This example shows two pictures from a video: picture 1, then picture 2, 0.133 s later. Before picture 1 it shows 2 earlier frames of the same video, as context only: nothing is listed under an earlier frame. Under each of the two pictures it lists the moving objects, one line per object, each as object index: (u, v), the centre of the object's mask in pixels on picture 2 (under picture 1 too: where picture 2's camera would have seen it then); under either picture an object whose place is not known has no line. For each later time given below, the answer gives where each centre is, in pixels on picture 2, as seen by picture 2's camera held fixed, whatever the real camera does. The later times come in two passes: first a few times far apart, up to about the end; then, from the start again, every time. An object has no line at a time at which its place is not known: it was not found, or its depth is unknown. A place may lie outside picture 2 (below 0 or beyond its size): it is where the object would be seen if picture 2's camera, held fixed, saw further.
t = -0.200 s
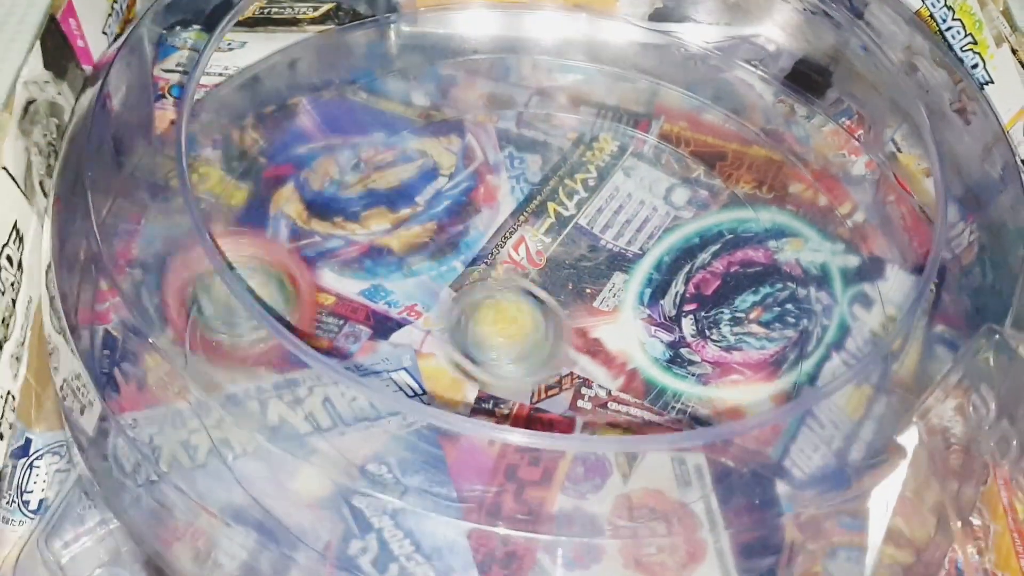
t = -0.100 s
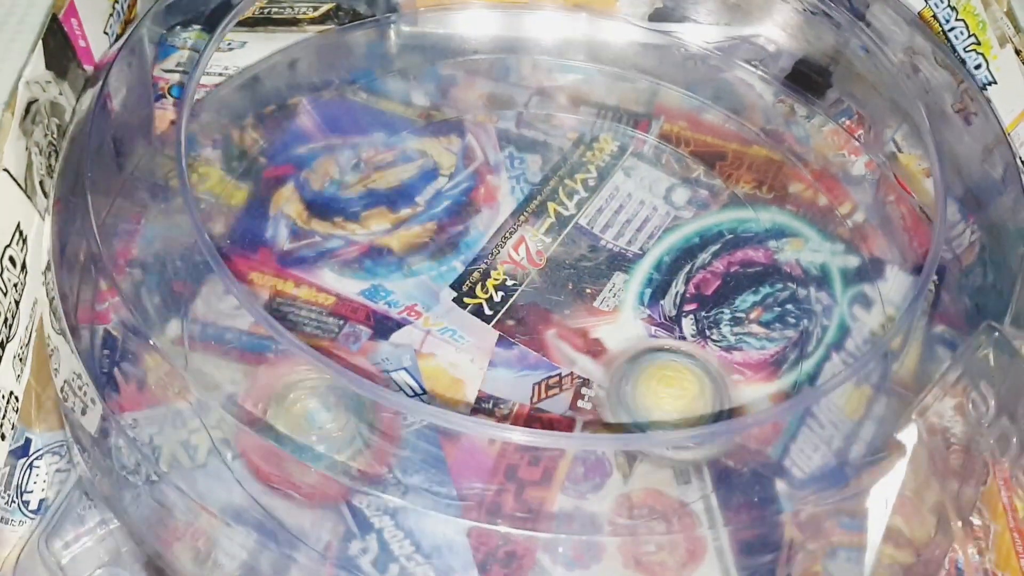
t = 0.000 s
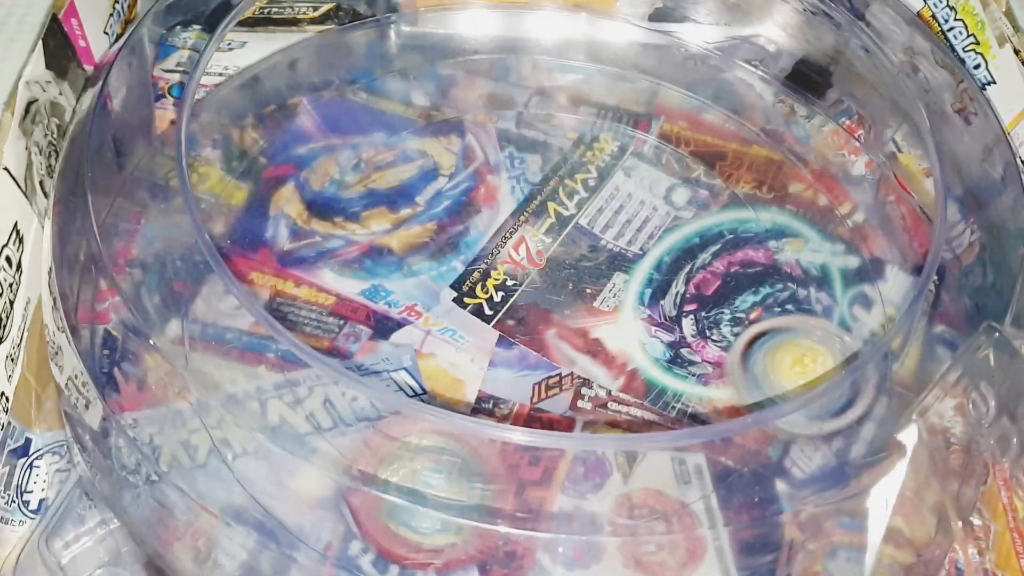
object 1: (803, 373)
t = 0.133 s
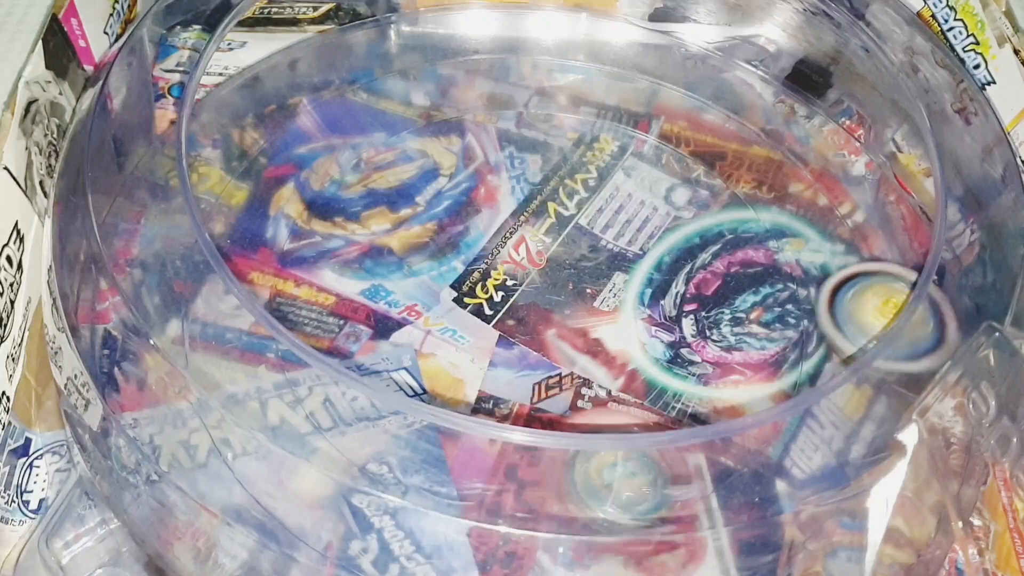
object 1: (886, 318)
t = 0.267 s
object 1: (864, 260)
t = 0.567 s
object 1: (734, 113)
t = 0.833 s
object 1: (458, 178)
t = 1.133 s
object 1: (465, 415)
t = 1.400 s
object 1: (680, 310)
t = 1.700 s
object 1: (490, 186)
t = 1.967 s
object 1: (455, 367)
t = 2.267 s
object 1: (669, 290)
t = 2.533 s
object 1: (498, 182)
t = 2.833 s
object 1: (448, 358)
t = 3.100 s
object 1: (664, 328)
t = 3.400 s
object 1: (525, 178)
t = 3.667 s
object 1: (452, 316)
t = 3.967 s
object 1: (645, 283)
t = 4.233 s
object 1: (495, 204)
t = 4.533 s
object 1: (537, 362)
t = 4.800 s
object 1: (638, 236)
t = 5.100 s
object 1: (454, 255)
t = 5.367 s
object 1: (600, 354)
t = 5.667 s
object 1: (580, 211)
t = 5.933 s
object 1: (455, 308)
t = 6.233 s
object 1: (646, 332)
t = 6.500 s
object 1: (551, 219)
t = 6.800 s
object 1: (517, 351)
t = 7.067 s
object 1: (621, 268)
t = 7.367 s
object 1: (473, 281)
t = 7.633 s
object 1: (599, 336)
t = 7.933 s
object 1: (519, 231)
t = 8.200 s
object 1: (518, 335)
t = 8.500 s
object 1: (581, 244)
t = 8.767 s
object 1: (468, 288)
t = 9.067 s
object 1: (613, 298)
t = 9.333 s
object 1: (493, 245)
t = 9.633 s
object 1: (579, 336)
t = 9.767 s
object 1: (612, 282)
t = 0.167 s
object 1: (897, 305)
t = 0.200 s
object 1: (892, 292)
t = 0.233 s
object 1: (869, 272)
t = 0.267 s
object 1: (864, 260)
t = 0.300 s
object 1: (878, 227)
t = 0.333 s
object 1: (887, 187)
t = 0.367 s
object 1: (883, 167)
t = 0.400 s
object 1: (860, 148)
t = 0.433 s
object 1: (835, 136)
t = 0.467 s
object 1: (813, 127)
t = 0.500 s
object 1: (785, 123)
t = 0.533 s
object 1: (758, 117)
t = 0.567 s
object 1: (734, 113)
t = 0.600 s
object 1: (708, 111)
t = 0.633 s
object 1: (689, 111)
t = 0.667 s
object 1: (662, 116)
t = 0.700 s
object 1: (627, 124)
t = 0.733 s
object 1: (582, 134)
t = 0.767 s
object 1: (542, 145)
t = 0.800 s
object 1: (504, 158)
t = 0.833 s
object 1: (458, 178)
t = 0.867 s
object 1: (420, 204)
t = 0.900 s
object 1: (387, 233)
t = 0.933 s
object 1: (359, 274)
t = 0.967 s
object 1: (347, 309)
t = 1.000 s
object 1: (334, 357)
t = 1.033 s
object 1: (351, 399)
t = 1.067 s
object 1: (387, 408)
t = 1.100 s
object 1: (419, 416)
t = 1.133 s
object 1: (465, 415)
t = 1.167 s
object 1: (505, 417)
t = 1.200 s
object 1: (546, 413)
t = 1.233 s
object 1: (581, 395)
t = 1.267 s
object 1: (609, 391)
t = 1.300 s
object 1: (638, 375)
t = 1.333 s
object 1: (660, 360)
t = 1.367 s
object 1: (674, 335)
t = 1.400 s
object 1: (680, 310)
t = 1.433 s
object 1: (683, 283)
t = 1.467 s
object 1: (674, 259)
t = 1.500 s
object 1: (658, 235)
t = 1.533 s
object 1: (632, 213)
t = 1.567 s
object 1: (605, 195)
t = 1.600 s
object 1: (581, 185)
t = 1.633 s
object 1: (551, 179)
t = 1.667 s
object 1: (520, 180)
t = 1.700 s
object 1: (490, 186)
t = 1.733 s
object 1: (460, 200)
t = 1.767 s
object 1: (434, 218)
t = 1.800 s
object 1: (415, 241)
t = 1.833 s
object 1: (404, 268)
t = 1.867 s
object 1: (402, 298)
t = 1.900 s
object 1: (409, 327)
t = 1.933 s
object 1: (427, 351)
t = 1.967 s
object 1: (455, 367)
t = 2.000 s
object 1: (486, 379)
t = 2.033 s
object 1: (514, 385)
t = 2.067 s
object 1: (548, 388)
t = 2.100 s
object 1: (579, 387)
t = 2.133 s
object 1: (611, 377)
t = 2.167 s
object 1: (638, 363)
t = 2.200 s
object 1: (657, 340)
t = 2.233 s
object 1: (667, 315)
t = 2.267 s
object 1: (669, 290)
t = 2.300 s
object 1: (665, 266)
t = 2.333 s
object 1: (653, 242)
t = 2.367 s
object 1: (635, 222)
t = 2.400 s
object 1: (611, 201)
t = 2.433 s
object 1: (585, 188)
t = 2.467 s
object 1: (553, 181)
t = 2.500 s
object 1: (523, 179)
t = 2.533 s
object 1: (498, 182)
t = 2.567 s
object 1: (471, 191)
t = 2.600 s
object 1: (445, 202)
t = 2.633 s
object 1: (423, 219)
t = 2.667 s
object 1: (408, 239)
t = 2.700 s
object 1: (398, 265)
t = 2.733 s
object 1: (397, 291)
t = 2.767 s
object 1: (405, 319)
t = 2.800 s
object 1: (425, 344)
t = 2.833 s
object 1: (448, 358)
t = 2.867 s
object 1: (477, 371)
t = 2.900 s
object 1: (505, 381)
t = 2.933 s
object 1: (536, 385)
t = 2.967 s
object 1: (566, 385)
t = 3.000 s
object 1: (595, 382)
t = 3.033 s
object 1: (624, 369)
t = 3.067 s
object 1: (648, 351)
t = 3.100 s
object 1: (664, 328)
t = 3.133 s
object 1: (671, 303)
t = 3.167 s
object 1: (672, 277)
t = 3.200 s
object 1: (665, 253)
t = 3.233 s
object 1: (651, 231)
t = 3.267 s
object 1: (632, 209)
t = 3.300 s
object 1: (607, 194)
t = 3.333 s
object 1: (581, 184)
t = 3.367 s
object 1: (554, 179)
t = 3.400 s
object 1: (525, 178)
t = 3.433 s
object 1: (498, 183)
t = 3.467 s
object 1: (478, 195)
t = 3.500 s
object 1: (459, 209)
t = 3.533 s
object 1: (444, 226)
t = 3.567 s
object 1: (435, 247)
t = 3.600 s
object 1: (433, 270)
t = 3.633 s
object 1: (439, 294)
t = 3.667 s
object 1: (452, 316)
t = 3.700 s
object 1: (473, 337)
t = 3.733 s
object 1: (497, 353)
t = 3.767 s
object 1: (527, 361)
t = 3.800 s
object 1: (556, 363)
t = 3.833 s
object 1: (585, 359)
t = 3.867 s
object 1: (610, 345)
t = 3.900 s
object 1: (628, 328)
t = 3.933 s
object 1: (641, 306)
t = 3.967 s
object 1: (645, 283)
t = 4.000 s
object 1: (641, 260)
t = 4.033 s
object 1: (630, 238)
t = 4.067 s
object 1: (614, 218)
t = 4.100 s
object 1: (593, 204)
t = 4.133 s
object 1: (570, 194)
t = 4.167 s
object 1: (543, 191)
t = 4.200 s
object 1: (517, 194)
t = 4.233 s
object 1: (495, 204)
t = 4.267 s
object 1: (474, 216)
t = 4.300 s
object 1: (455, 232)
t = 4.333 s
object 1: (444, 252)
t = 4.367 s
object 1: (441, 273)
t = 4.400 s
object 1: (446, 299)
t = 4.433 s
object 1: (460, 323)
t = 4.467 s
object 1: (481, 343)
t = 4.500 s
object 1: (508, 356)
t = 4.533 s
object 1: (537, 362)
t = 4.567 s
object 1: (566, 362)
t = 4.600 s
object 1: (596, 353)
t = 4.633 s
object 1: (621, 340)
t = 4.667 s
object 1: (640, 320)
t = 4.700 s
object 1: (651, 299)
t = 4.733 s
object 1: (654, 277)
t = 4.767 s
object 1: (650, 256)
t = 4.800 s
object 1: (638, 236)
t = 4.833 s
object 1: (621, 217)
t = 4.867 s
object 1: (598, 204)
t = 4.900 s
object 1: (576, 195)
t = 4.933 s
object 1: (550, 190)
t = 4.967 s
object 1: (521, 192)
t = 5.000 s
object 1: (499, 201)
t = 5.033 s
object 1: (479, 216)
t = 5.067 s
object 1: (464, 234)
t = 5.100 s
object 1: (454, 255)
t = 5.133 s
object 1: (450, 279)
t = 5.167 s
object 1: (454, 304)
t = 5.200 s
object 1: (468, 328)
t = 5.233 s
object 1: (489, 346)
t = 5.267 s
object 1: (516, 358)
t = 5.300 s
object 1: (545, 363)
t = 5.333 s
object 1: (574, 361)
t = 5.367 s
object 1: (600, 354)
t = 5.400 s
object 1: (623, 342)
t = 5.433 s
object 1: (641, 326)
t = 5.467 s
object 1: (651, 307)
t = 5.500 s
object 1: (654, 287)
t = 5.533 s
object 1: (649, 269)
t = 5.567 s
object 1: (639, 250)
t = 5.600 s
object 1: (623, 233)
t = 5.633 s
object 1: (604, 219)
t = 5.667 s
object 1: (580, 211)
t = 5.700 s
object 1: (556, 205)
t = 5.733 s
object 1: (530, 206)
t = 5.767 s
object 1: (508, 214)
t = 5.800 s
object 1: (487, 228)
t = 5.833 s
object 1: (469, 246)
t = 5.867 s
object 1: (458, 265)
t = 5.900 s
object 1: (453, 287)
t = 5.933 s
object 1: (455, 308)
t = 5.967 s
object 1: (466, 330)
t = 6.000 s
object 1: (484, 349)
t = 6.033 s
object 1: (511, 362)
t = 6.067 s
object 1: (537, 369)
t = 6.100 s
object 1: (562, 371)
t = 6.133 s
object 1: (588, 369)
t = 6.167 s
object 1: (612, 362)
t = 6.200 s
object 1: (631, 349)
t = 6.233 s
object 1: (646, 332)
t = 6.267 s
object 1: (653, 312)
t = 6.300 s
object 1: (654, 291)
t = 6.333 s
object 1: (649, 271)
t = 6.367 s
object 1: (638, 254)
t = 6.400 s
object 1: (620, 238)
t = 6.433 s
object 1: (597, 226)
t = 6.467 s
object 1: (575, 220)
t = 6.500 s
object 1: (551, 219)
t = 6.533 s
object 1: (528, 224)
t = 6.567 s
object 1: (507, 234)
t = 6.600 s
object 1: (489, 247)
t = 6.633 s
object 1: (476, 263)
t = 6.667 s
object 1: (469, 283)
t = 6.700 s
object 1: (471, 302)
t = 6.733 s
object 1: (480, 321)
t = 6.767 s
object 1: (495, 337)
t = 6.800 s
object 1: (517, 351)
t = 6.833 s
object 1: (539, 357)
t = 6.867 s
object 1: (561, 358)
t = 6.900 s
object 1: (587, 351)
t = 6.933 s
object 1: (607, 339)
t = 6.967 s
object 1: (622, 323)
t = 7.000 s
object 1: (628, 305)
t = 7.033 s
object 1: (628, 286)
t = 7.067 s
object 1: (621, 268)
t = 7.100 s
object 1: (607, 251)
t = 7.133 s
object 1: (590, 239)
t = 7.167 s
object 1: (568, 233)
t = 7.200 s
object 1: (548, 228)
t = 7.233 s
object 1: (526, 230)
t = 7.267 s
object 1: (507, 239)
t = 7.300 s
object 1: (491, 251)
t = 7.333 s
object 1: (479, 265)
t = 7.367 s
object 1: (473, 281)
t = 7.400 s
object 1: (474, 299)
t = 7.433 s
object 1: (480, 318)
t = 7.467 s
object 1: (494, 334)
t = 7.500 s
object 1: (513, 345)
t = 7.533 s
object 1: (534, 352)
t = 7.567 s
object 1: (558, 353)
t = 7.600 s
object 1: (581, 347)
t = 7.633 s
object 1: (599, 336)
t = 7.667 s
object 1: (611, 320)
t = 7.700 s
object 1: (618, 303)
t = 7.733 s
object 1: (618, 284)
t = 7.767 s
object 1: (611, 268)
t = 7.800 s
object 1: (598, 252)
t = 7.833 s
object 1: (581, 242)
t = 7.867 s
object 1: (561, 234)
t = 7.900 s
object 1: (539, 229)
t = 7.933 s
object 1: (519, 231)
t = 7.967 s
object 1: (502, 239)
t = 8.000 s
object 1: (488, 250)
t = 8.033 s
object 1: (479, 264)
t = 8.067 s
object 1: (475, 280)
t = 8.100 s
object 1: (477, 296)
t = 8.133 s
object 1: (486, 312)
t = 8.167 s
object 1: (498, 326)
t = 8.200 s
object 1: (518, 335)
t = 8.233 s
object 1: (538, 338)
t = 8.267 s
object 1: (559, 337)
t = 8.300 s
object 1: (578, 329)
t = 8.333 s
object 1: (592, 318)
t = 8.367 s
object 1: (602, 303)
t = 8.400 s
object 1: (605, 288)
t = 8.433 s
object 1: (604, 272)
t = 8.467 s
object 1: (594, 257)
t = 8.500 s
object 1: (581, 244)
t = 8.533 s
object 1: (564, 234)
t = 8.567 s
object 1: (546, 227)
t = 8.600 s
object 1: (523, 226)
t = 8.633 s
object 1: (503, 230)
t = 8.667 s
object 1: (484, 242)
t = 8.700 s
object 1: (473, 255)
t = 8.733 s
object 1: (466, 270)
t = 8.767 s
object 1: (468, 288)
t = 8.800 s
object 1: (476, 306)
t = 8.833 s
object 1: (490, 322)
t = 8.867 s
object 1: (508, 334)
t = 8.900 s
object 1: (530, 341)
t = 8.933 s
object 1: (553, 342)
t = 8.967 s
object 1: (573, 338)
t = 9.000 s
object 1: (591, 327)
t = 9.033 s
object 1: (605, 314)
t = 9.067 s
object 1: (613, 298)
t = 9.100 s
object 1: (615, 281)
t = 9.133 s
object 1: (611, 266)
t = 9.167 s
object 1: (601, 250)
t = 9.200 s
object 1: (584, 238)
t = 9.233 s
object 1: (568, 229)
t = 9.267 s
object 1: (549, 227)
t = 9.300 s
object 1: (508, 234)
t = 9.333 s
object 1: (493, 245)
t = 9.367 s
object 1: (483, 259)
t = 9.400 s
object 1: (478, 275)
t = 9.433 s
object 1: (480, 292)
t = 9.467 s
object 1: (488, 310)
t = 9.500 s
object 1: (501, 323)
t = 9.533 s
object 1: (520, 334)
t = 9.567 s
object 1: (539, 340)
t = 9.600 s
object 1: (560, 341)
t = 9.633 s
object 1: (579, 336)
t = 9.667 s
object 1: (595, 326)
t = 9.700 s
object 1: (607, 313)
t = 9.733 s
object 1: (612, 297)
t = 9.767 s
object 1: (612, 282)
